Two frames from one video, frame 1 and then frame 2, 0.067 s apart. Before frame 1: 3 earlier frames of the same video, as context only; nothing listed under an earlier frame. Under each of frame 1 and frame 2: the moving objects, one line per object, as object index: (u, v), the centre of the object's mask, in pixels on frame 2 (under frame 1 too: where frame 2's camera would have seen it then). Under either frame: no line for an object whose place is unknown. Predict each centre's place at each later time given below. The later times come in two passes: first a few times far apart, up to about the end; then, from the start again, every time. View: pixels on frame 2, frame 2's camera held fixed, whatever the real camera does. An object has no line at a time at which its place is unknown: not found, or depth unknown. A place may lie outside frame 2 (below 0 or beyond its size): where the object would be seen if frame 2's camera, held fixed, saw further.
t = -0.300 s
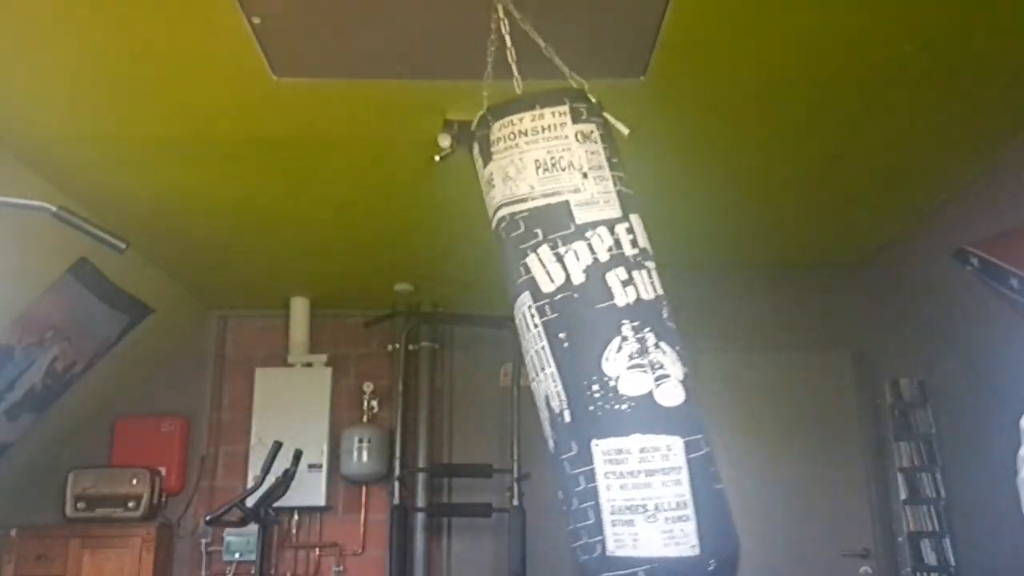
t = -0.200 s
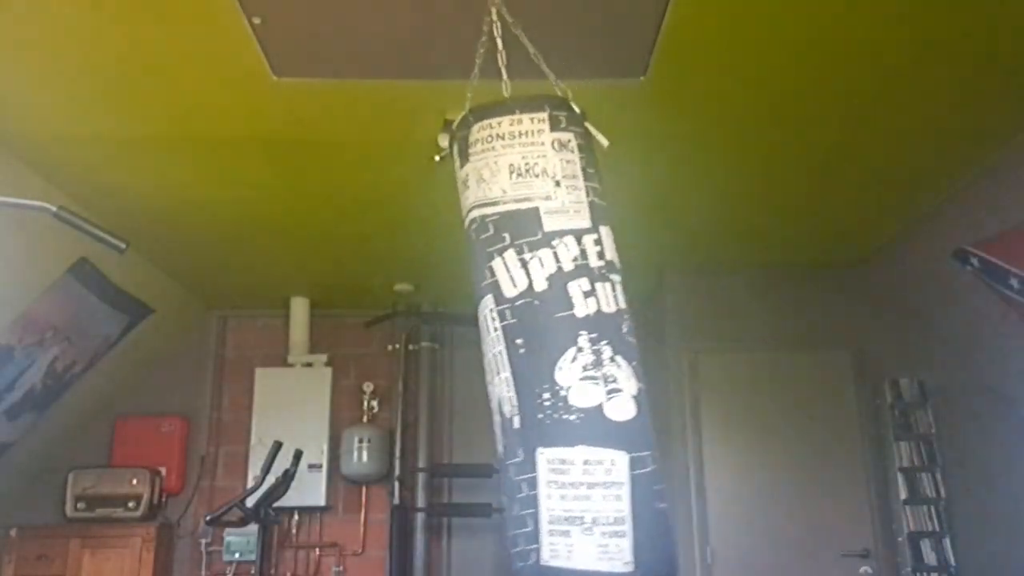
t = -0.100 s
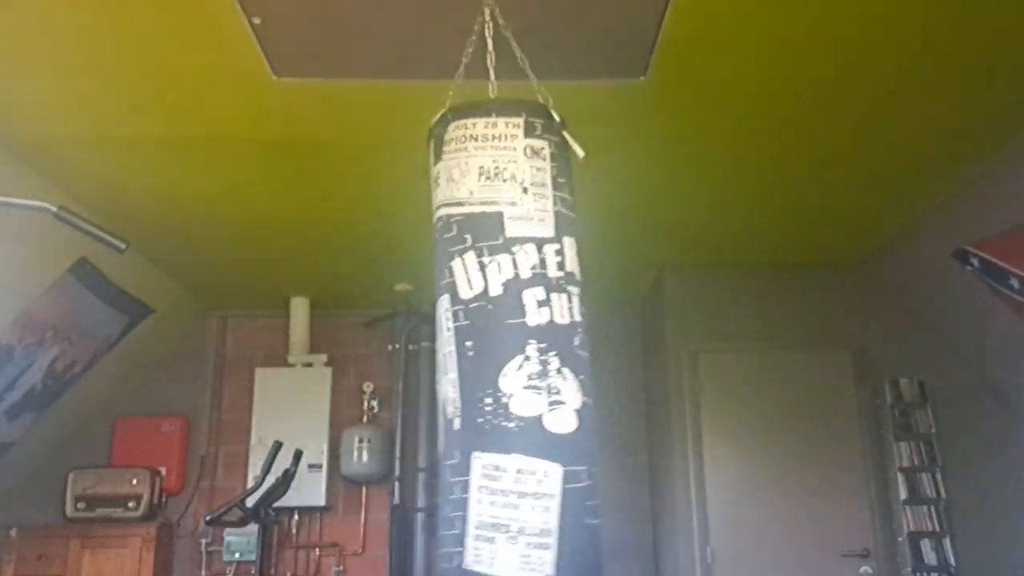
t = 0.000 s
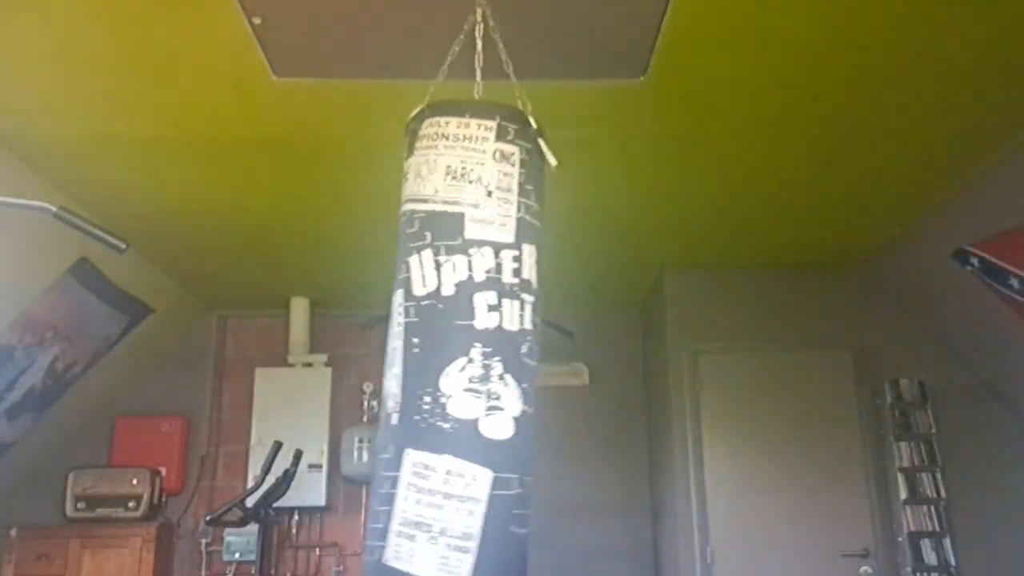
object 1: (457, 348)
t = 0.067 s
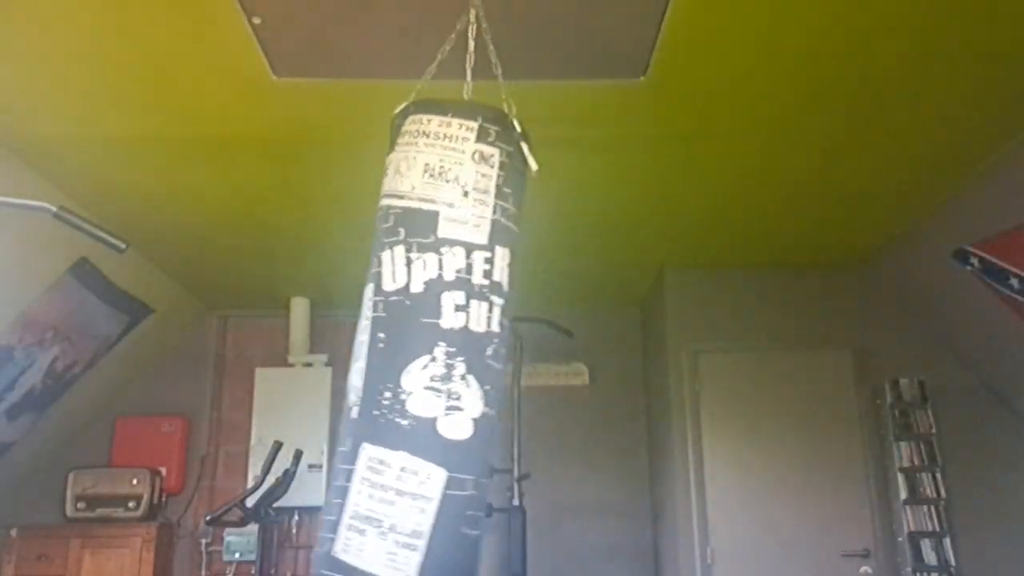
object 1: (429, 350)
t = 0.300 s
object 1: (335, 347)
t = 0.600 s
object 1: (314, 344)
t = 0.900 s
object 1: (417, 345)
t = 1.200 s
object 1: (559, 346)
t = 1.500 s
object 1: (644, 339)
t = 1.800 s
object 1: (600, 344)
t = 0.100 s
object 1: (413, 348)
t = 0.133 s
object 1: (398, 348)
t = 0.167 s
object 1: (384, 347)
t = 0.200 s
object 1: (371, 347)
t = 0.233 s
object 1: (357, 346)
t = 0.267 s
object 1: (347, 345)
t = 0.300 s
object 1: (335, 347)
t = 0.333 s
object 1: (326, 346)
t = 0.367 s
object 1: (319, 345)
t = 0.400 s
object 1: (314, 344)
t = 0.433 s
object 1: (310, 344)
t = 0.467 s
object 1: (307, 343)
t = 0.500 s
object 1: (307, 343)
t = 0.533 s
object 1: (307, 343)
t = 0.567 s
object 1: (310, 344)
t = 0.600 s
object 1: (314, 344)
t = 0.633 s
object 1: (319, 345)
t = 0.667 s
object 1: (327, 346)
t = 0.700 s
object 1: (336, 347)
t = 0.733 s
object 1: (347, 346)
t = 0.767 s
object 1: (361, 344)
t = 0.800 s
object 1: (374, 346)
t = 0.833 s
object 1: (388, 345)
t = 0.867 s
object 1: (402, 346)
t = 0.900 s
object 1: (417, 345)
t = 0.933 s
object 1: (432, 348)
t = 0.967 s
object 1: (448, 347)
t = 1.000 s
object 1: (465, 346)
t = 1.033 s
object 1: (481, 348)
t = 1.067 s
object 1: (495, 348)
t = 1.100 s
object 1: (513, 347)
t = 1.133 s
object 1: (528, 346)
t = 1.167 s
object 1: (545, 347)
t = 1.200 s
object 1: (559, 346)
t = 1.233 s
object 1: (574, 348)
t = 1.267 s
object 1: (587, 345)
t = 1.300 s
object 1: (598, 342)
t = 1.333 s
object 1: (611, 343)
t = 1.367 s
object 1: (621, 343)
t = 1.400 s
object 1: (629, 342)
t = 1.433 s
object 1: (635, 341)
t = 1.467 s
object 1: (640, 340)
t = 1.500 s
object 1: (644, 339)
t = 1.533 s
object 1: (645, 339)
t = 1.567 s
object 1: (645, 339)
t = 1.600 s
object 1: (644, 339)
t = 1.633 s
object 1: (641, 340)
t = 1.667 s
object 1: (637, 340)
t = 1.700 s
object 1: (630, 341)
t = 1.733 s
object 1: (623, 342)
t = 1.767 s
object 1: (612, 343)
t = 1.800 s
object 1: (600, 344)
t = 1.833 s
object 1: (591, 345)
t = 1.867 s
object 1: (579, 347)
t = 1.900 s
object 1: (565, 347)
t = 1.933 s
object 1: (547, 347)
